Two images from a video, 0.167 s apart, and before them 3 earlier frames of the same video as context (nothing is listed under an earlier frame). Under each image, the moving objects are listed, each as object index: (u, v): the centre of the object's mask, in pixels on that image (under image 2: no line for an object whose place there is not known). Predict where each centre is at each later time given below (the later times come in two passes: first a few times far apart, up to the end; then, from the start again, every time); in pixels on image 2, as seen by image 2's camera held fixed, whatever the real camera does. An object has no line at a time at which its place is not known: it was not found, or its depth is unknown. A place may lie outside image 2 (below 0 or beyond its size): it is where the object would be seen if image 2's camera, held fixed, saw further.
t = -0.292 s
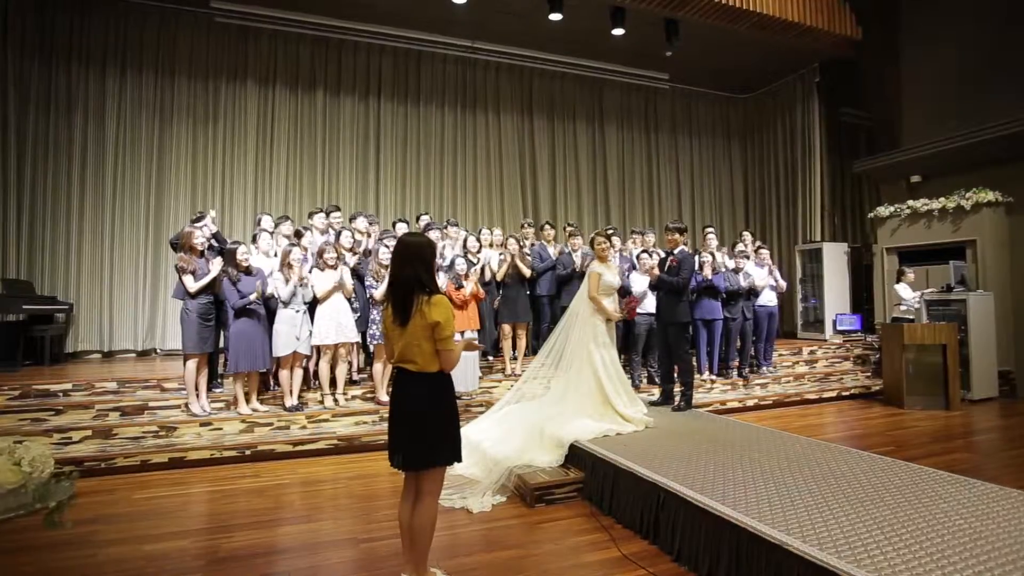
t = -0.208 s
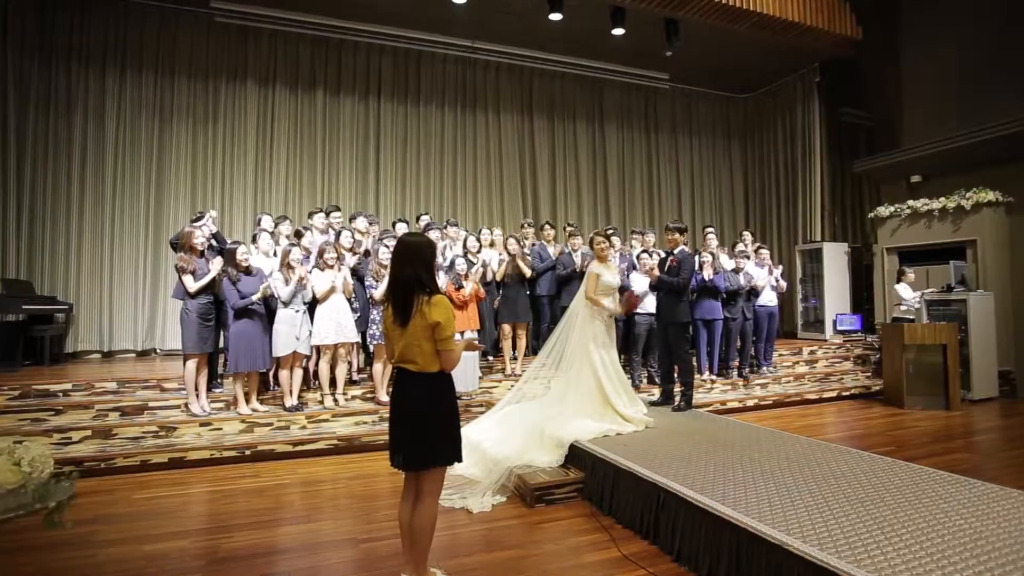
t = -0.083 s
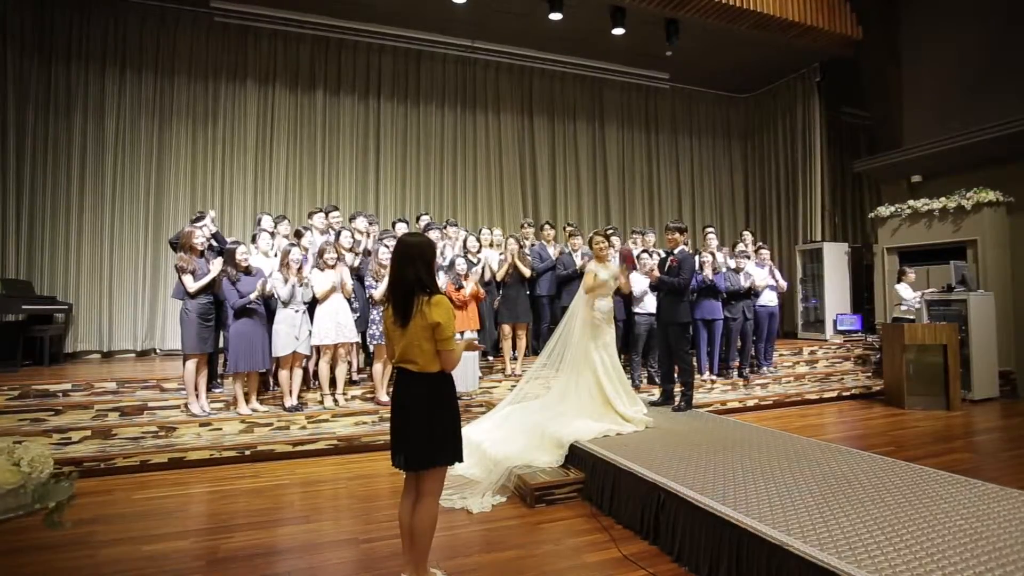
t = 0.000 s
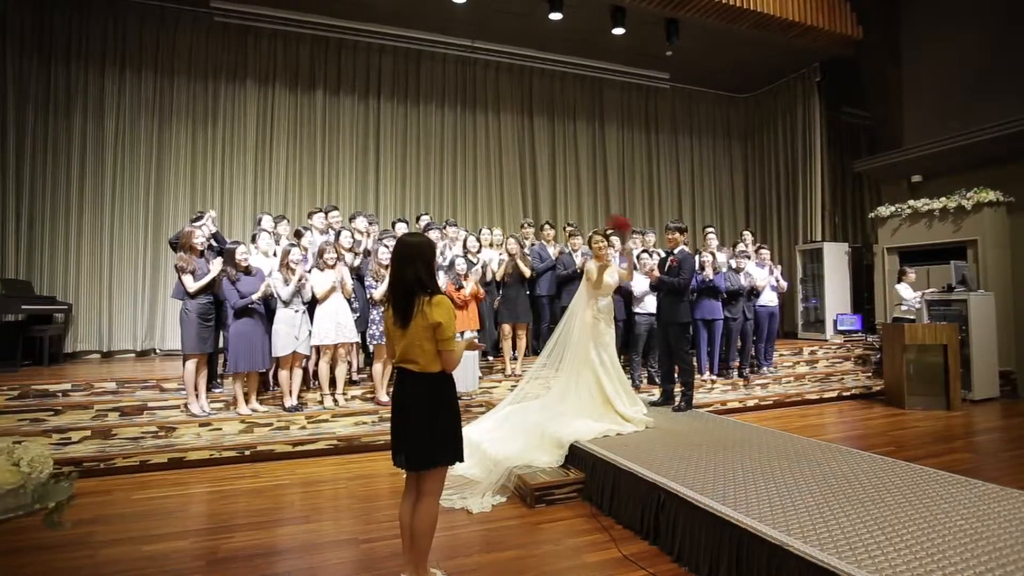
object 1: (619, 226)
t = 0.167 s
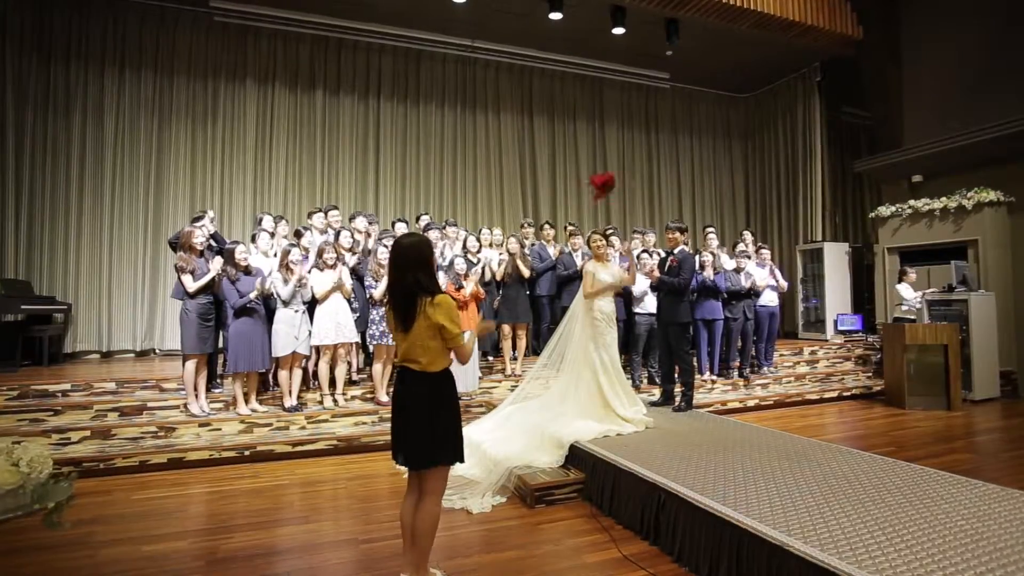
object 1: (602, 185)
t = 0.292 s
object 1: (594, 176)
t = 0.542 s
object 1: (582, 210)
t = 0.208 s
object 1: (599, 181)
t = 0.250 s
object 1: (596, 177)
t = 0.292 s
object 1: (594, 176)
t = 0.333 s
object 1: (593, 176)
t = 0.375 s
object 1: (590, 177)
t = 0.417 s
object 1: (590, 184)
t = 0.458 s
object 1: (588, 191)
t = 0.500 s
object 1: (585, 200)
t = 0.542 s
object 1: (582, 210)
